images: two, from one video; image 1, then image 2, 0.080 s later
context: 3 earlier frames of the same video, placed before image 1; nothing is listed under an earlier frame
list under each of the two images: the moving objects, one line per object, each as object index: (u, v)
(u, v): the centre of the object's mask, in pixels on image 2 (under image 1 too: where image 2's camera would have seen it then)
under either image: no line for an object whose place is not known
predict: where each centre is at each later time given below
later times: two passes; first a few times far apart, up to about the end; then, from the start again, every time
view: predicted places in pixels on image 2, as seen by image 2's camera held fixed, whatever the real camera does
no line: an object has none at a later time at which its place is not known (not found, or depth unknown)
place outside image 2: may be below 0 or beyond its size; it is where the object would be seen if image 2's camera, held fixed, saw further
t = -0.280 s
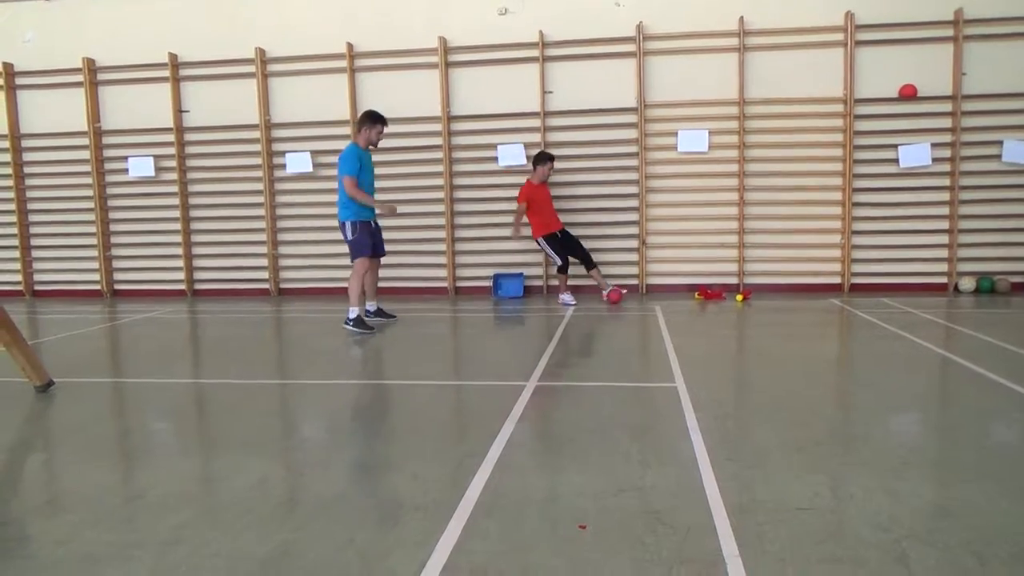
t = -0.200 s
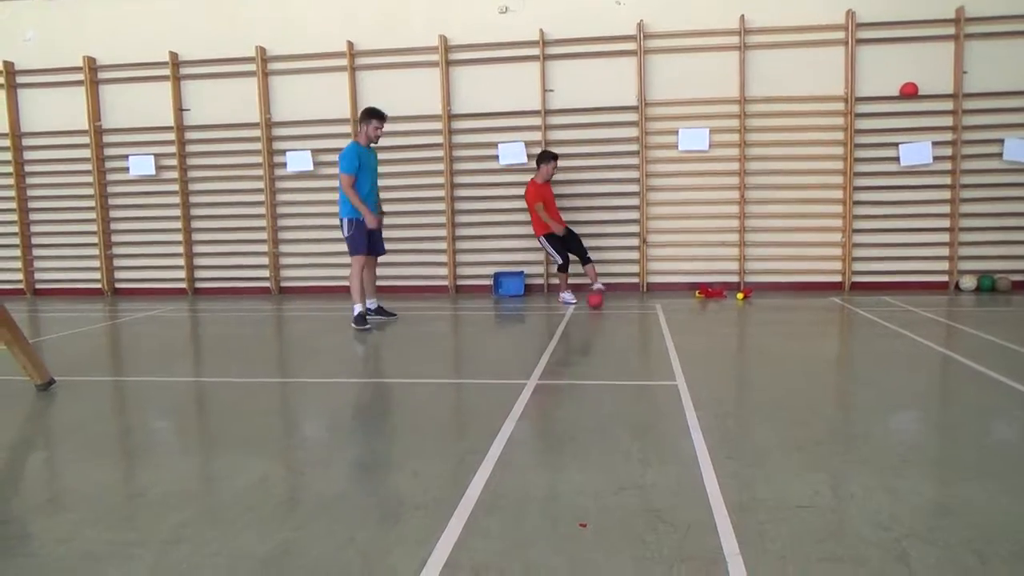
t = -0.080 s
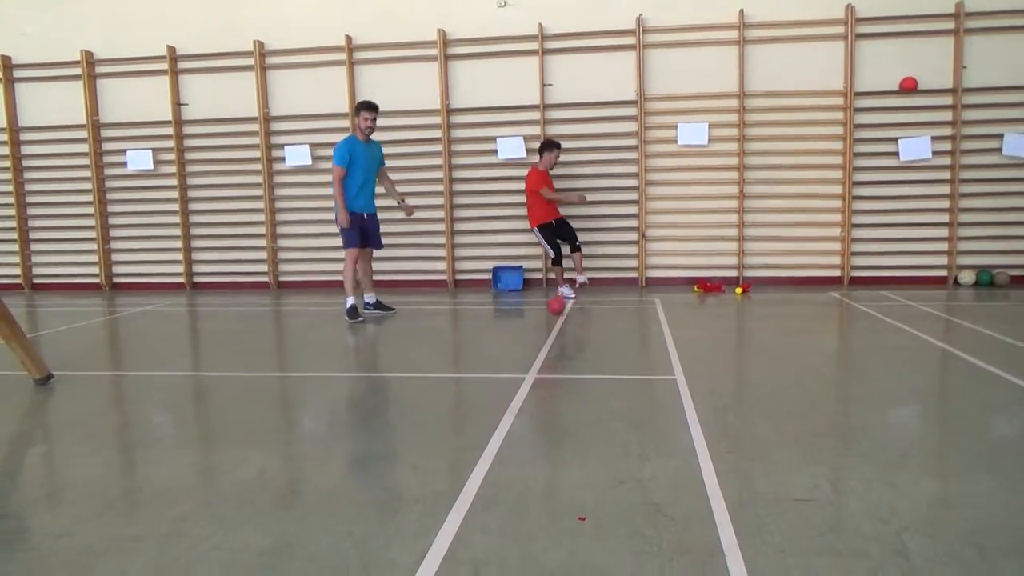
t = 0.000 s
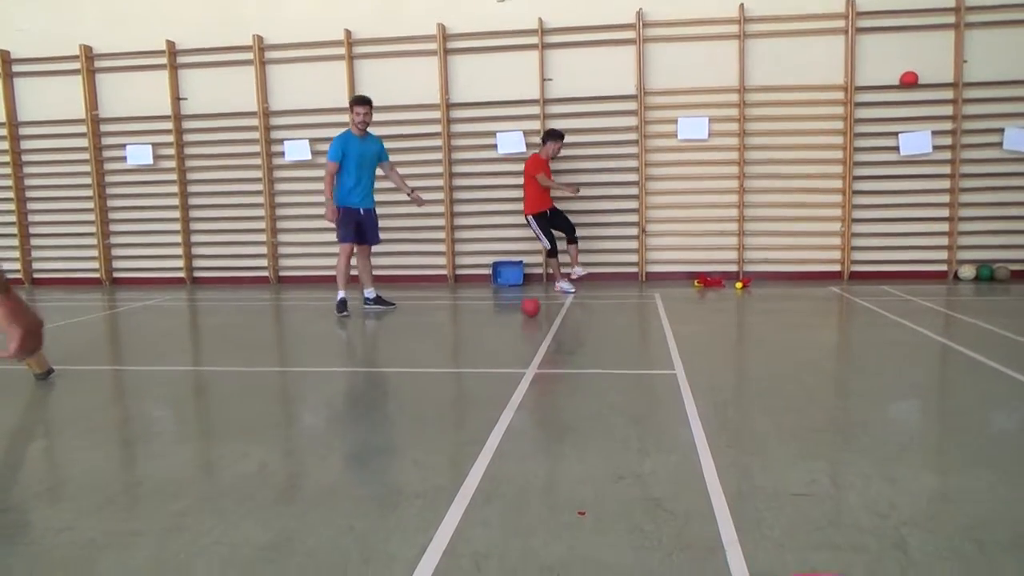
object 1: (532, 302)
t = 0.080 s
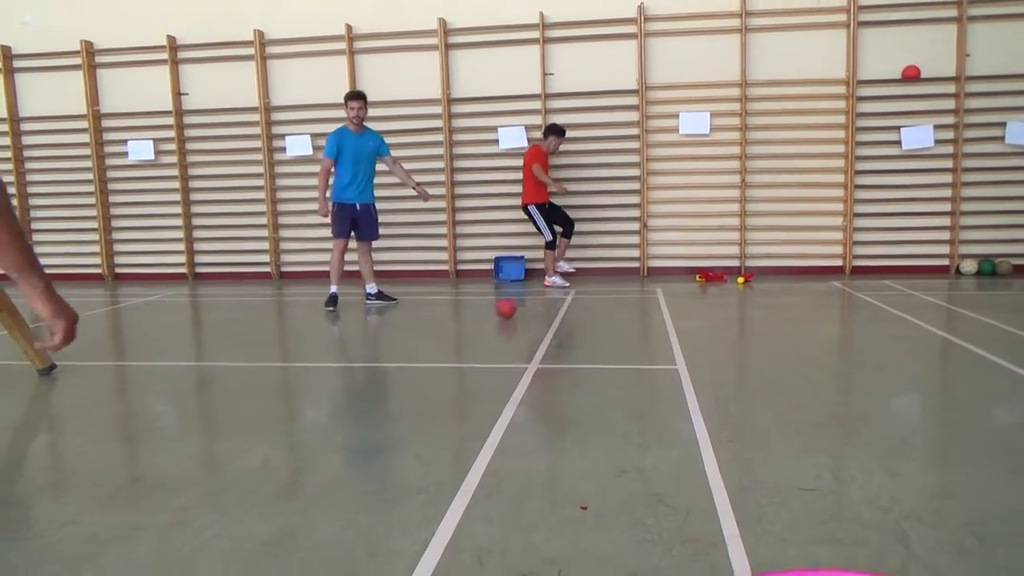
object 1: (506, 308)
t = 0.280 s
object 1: (436, 329)
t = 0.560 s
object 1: (309, 364)
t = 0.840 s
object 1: (107, 416)
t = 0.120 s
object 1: (492, 313)
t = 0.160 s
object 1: (478, 318)
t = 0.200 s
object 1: (465, 321)
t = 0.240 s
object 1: (451, 325)
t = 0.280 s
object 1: (436, 329)
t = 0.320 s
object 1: (421, 333)
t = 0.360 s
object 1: (405, 338)
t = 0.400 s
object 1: (388, 342)
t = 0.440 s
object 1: (370, 347)
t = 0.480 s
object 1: (350, 352)
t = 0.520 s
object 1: (330, 358)
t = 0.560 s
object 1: (309, 364)
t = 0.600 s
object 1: (285, 370)
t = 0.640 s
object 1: (260, 376)
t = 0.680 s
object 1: (234, 384)
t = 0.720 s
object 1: (206, 392)
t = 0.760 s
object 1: (176, 401)
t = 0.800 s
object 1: (143, 408)
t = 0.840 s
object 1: (107, 416)
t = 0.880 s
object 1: (69, 430)
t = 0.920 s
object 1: (27, 438)
